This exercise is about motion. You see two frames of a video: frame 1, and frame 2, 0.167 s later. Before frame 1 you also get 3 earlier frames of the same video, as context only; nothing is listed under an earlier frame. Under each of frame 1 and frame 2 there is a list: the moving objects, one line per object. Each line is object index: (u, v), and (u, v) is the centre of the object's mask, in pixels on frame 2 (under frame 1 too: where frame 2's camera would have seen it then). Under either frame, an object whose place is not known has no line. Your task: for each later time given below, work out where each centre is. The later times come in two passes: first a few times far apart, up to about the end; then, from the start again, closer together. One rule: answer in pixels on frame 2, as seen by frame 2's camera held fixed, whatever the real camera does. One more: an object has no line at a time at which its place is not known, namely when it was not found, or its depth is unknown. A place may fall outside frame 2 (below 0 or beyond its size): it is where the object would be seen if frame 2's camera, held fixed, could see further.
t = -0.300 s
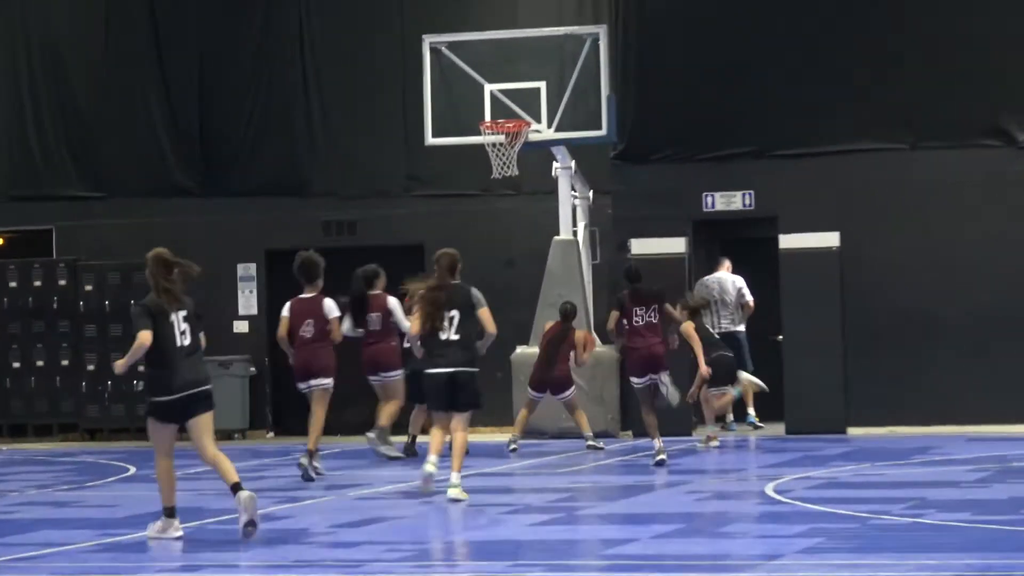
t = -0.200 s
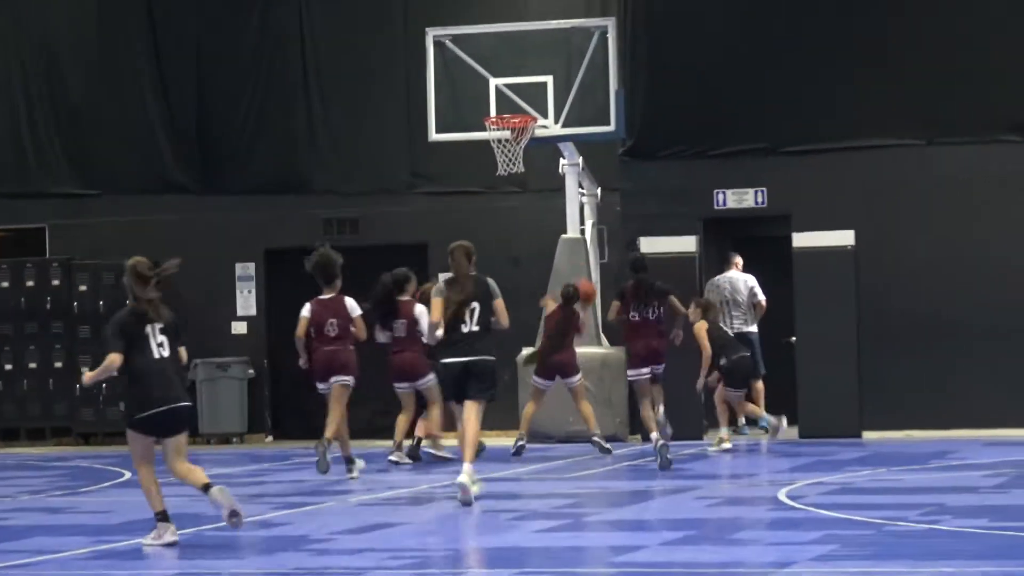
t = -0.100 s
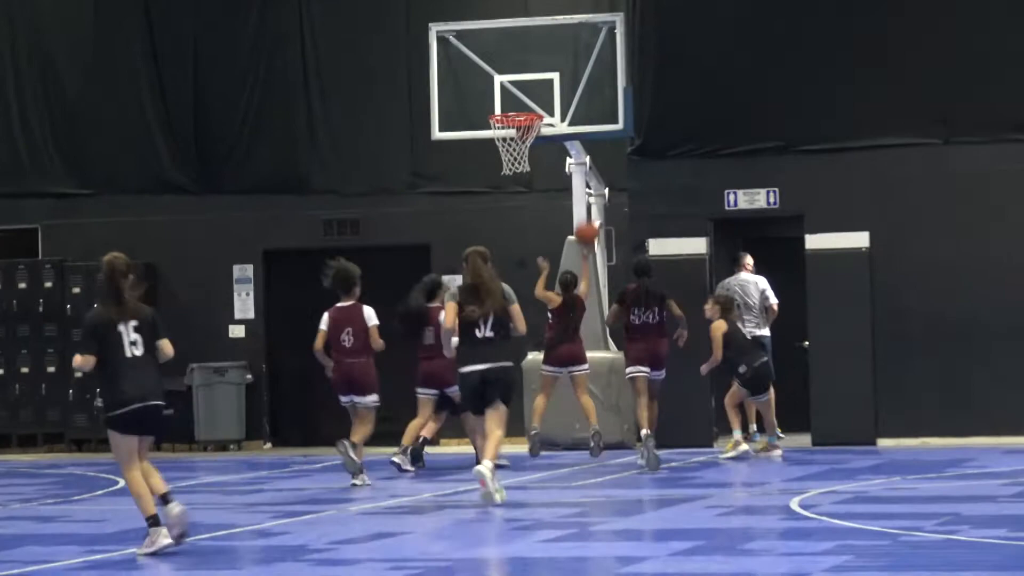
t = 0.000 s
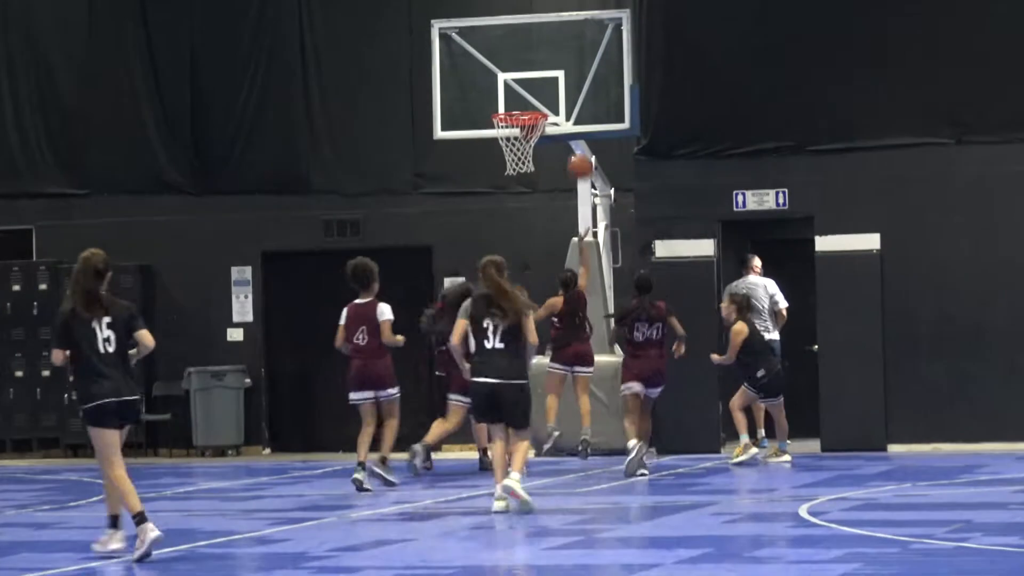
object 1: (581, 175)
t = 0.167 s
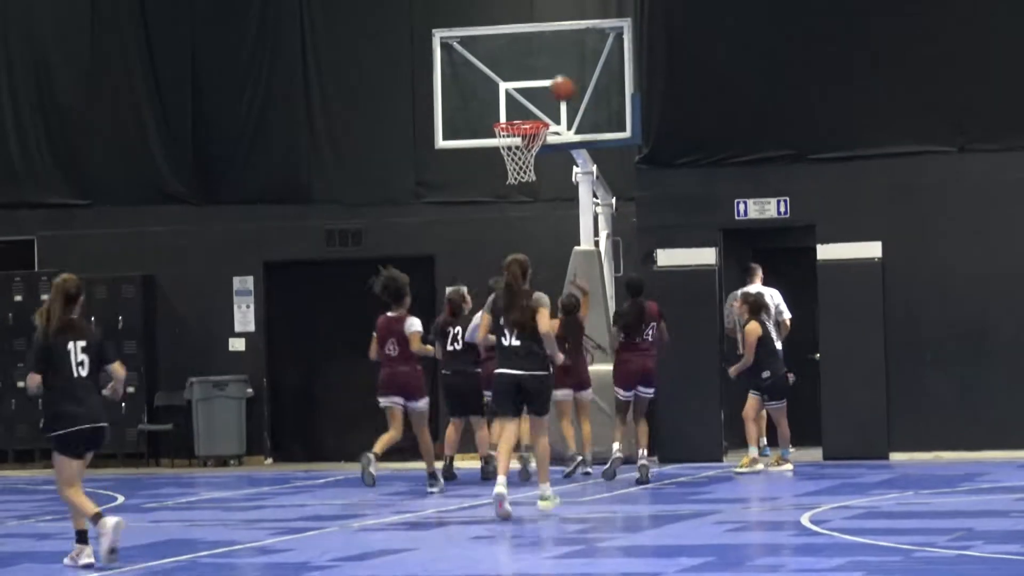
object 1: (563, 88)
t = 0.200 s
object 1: (558, 75)
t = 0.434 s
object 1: (535, 15)
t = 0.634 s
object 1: (518, 11)
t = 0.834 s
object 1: (510, 13)
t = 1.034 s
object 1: (499, 36)
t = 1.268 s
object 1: (486, 117)
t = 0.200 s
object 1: (558, 75)
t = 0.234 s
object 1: (557, 63)
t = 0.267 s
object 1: (552, 51)
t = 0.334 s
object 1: (545, 33)
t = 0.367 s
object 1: (542, 26)
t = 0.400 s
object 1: (538, 20)
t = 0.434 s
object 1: (535, 15)
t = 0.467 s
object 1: (532, 11)
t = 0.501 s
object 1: (529, 9)
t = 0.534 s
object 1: (527, 8)
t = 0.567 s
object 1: (524, 9)
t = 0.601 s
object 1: (521, 9)
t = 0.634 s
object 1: (518, 11)
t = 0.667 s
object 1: (517, 9)
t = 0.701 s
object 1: (516, 9)
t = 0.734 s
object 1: (515, 9)
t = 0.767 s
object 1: (513, 11)
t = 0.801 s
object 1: (512, 13)
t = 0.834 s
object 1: (510, 13)
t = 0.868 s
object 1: (508, 14)
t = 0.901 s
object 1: (506, 16)
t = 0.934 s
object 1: (504, 19)
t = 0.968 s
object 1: (502, 23)
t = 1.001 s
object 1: (500, 29)
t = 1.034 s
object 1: (499, 36)
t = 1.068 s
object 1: (497, 44)
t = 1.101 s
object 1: (496, 54)
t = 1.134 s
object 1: (494, 65)
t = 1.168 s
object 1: (492, 77)
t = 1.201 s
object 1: (491, 91)
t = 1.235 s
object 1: (489, 104)
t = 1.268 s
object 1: (486, 117)
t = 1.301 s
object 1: (477, 120)
